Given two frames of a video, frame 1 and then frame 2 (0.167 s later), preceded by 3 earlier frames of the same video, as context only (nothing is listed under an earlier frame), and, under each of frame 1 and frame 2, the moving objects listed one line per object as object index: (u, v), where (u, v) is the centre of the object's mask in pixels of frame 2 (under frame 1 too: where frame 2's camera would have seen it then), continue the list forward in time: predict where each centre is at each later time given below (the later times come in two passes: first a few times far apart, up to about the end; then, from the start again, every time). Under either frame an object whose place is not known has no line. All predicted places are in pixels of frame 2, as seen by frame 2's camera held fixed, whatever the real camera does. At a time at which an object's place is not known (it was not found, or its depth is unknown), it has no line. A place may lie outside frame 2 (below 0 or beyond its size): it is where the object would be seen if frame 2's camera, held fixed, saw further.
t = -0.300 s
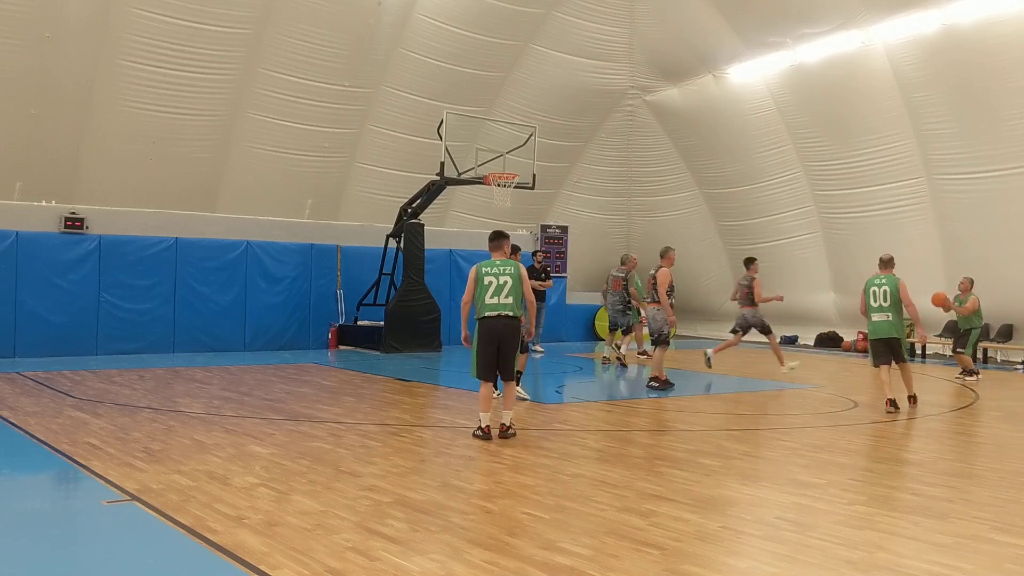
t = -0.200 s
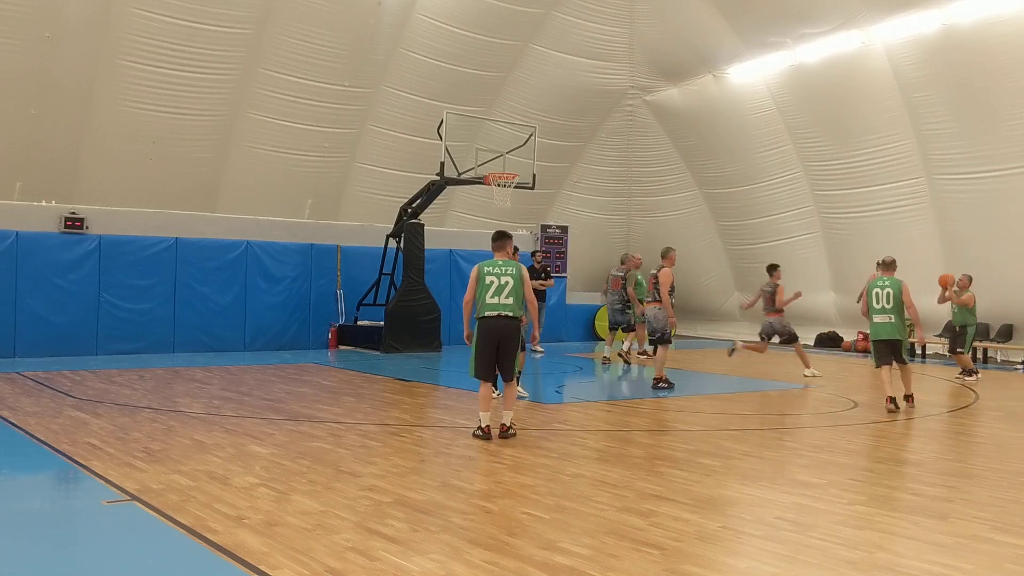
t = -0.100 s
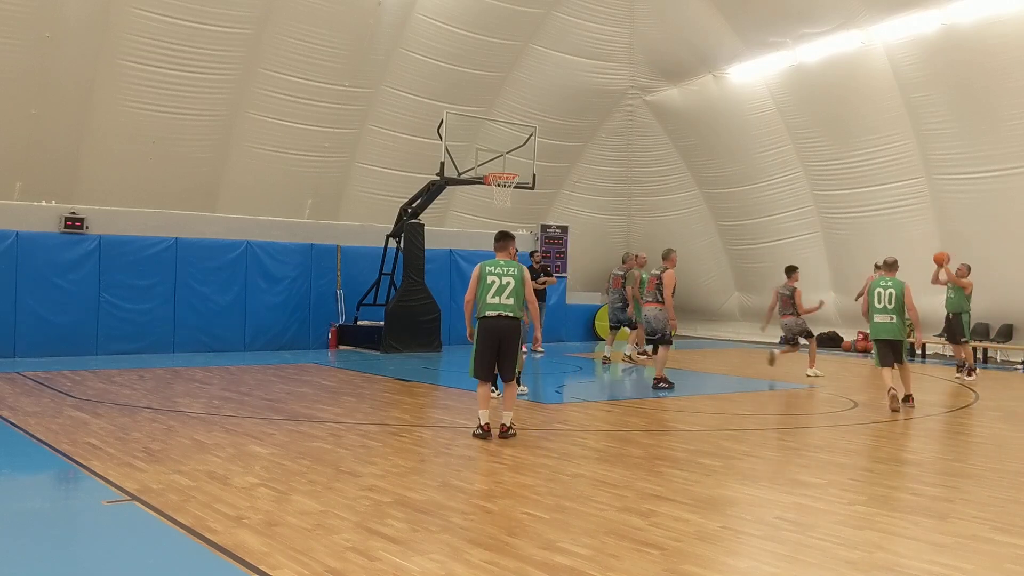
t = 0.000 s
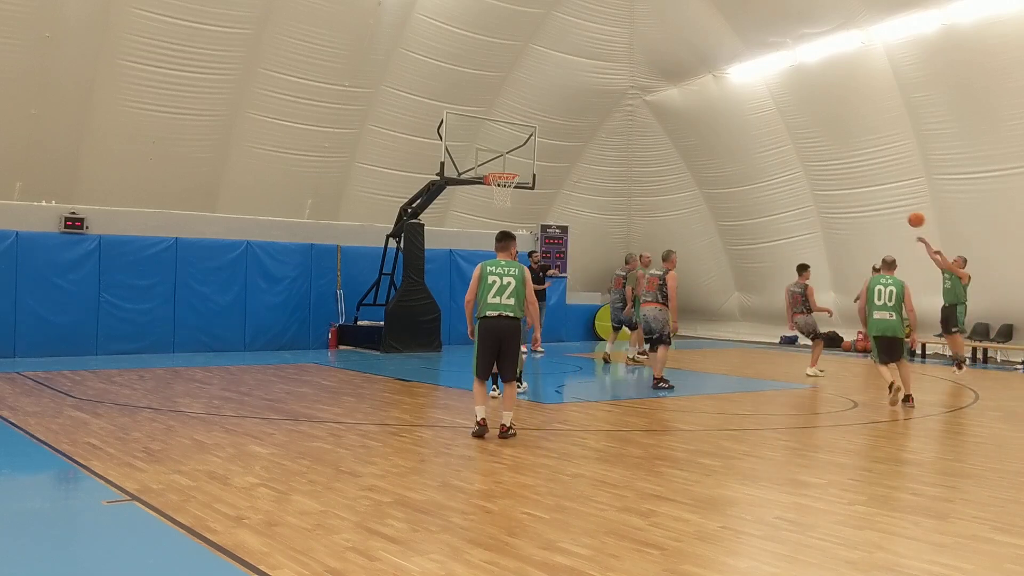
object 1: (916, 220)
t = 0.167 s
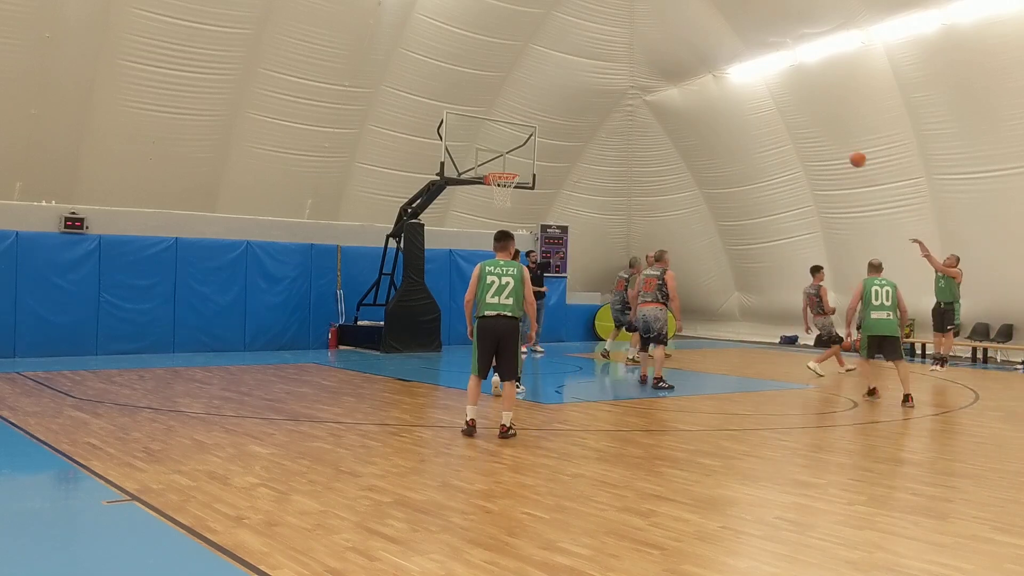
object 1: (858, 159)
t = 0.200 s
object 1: (846, 149)
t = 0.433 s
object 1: (766, 99)
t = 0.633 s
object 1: (698, 84)
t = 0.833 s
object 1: (631, 92)
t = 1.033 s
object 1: (564, 126)
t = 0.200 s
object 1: (846, 149)
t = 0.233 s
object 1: (835, 140)
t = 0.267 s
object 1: (823, 131)
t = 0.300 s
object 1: (812, 124)
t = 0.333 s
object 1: (800, 116)
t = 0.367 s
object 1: (789, 110)
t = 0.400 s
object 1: (777, 104)
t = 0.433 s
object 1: (766, 99)
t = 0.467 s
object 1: (755, 95)
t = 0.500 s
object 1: (744, 91)
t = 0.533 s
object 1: (732, 88)
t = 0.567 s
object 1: (721, 86)
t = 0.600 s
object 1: (709, 84)
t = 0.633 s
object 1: (698, 84)
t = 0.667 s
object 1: (687, 83)
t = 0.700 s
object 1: (676, 84)
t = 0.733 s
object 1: (664, 85)
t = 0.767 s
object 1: (653, 86)
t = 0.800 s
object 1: (642, 89)
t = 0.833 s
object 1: (631, 92)
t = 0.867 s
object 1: (620, 96)
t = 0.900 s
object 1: (609, 101)
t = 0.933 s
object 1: (598, 106)
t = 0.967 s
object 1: (587, 112)
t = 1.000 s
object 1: (576, 118)
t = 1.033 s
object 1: (564, 126)
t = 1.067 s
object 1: (554, 134)
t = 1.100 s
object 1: (543, 142)
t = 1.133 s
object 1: (532, 152)
